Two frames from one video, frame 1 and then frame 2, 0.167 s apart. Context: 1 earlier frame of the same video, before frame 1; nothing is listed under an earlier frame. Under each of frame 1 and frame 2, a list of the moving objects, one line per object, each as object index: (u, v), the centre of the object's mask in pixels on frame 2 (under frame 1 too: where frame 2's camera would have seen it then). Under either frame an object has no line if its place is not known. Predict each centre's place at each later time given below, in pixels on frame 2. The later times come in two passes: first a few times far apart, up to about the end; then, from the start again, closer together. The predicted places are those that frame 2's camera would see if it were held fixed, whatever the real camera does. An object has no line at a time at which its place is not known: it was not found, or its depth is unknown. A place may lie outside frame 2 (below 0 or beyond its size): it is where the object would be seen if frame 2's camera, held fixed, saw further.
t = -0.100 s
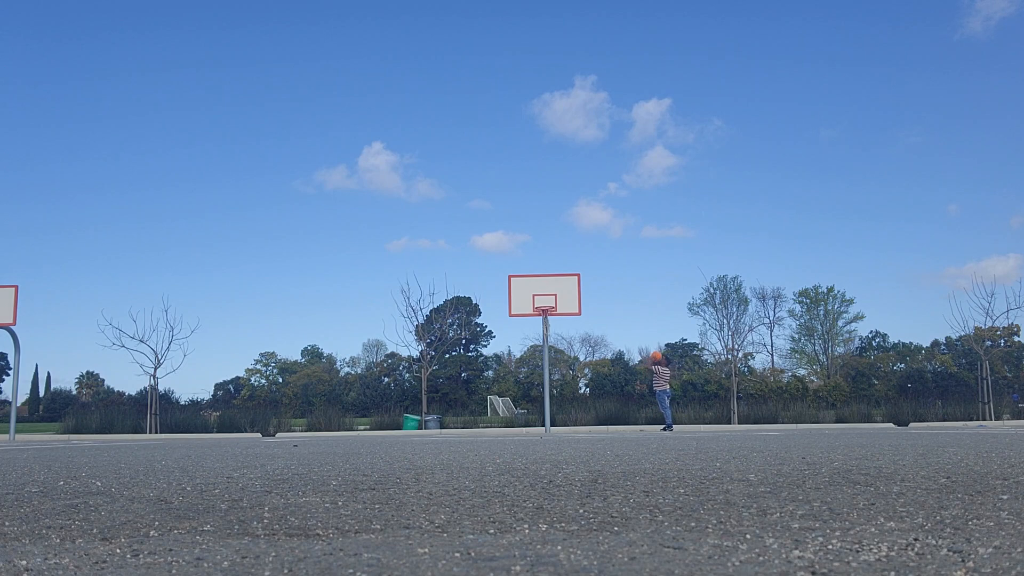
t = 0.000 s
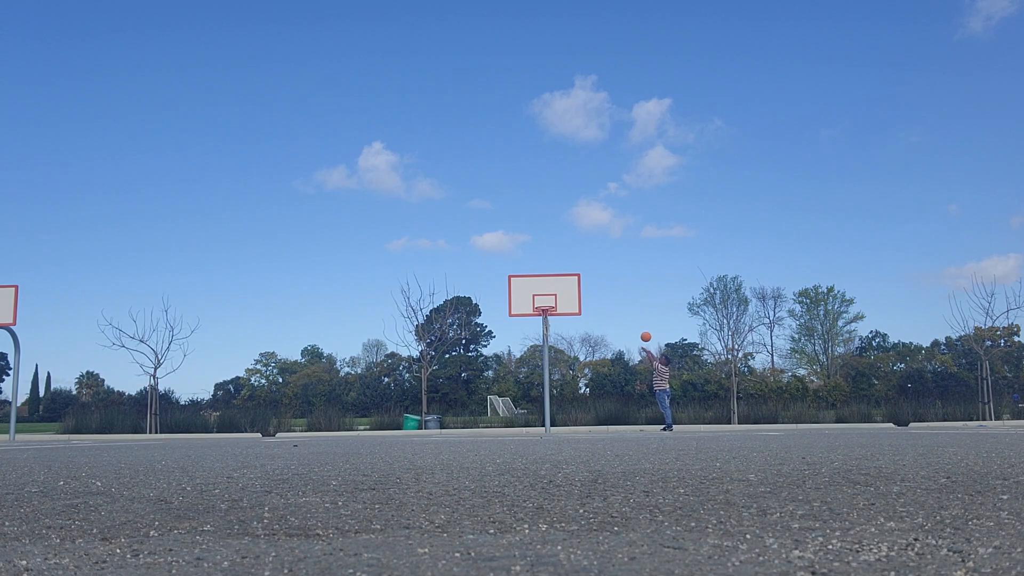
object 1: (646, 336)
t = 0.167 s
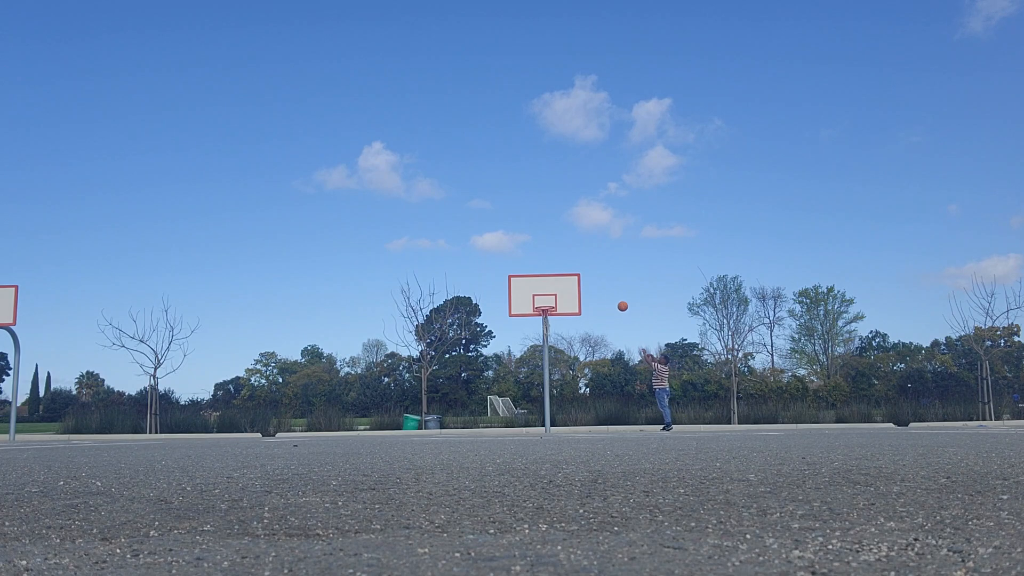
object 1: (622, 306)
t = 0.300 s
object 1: (605, 291)
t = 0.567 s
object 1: (573, 285)
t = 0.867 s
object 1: (543, 304)
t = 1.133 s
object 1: (554, 301)
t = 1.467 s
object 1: (566, 316)
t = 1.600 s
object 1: (571, 334)
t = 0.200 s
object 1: (618, 301)
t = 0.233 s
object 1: (614, 297)
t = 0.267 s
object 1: (609, 294)
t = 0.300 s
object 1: (605, 291)
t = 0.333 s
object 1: (601, 288)
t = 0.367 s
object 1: (597, 287)
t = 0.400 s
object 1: (593, 285)
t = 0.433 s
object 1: (589, 284)
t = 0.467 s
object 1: (585, 284)
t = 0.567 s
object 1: (573, 285)
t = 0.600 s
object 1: (570, 286)
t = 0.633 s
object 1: (566, 287)
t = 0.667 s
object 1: (563, 289)
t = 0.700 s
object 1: (559, 292)
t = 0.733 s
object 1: (555, 295)
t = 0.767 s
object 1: (552, 298)
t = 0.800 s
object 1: (548, 302)
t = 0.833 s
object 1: (546, 302)
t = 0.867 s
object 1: (543, 304)
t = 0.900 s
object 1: (540, 305)
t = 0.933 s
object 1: (540, 305)
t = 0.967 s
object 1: (543, 304)
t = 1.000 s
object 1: (546, 303)
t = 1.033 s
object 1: (549, 303)
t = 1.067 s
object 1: (552, 302)
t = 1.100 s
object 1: (553, 302)
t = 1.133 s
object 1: (554, 301)
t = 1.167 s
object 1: (555, 300)
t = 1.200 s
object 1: (557, 300)
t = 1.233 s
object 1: (558, 301)
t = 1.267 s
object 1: (559, 301)
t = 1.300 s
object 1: (560, 303)
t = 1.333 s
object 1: (561, 304)
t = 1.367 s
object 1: (562, 307)
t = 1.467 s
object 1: (566, 316)
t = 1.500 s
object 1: (567, 320)
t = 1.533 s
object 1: (568, 324)
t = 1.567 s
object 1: (569, 328)
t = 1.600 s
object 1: (571, 334)
